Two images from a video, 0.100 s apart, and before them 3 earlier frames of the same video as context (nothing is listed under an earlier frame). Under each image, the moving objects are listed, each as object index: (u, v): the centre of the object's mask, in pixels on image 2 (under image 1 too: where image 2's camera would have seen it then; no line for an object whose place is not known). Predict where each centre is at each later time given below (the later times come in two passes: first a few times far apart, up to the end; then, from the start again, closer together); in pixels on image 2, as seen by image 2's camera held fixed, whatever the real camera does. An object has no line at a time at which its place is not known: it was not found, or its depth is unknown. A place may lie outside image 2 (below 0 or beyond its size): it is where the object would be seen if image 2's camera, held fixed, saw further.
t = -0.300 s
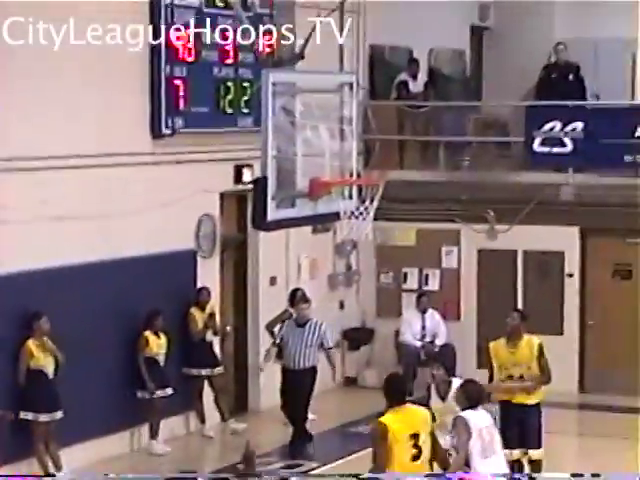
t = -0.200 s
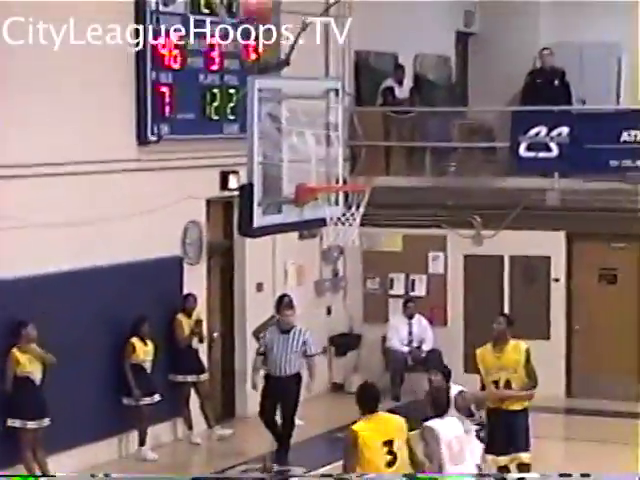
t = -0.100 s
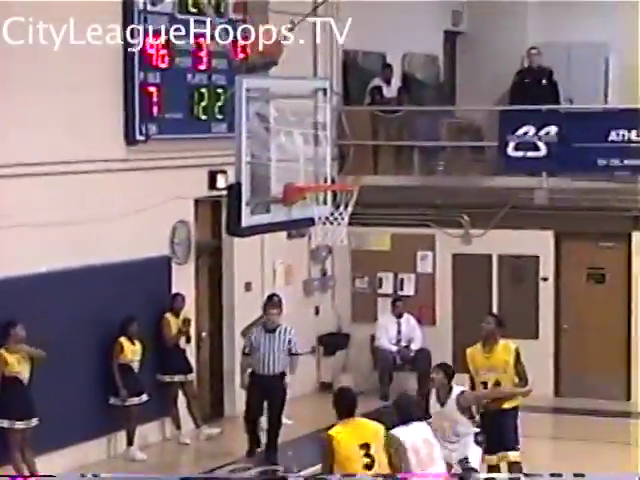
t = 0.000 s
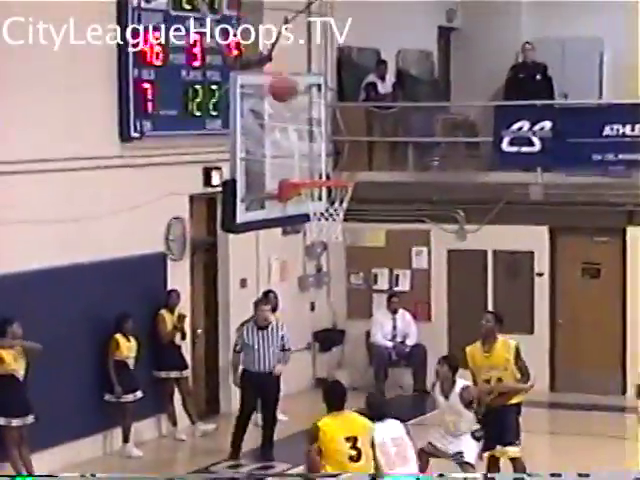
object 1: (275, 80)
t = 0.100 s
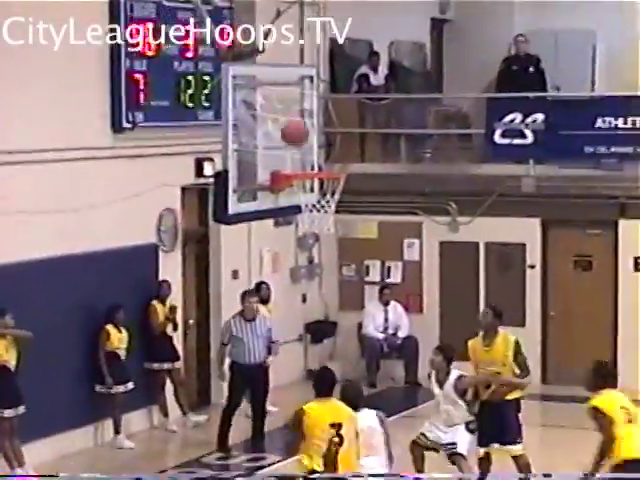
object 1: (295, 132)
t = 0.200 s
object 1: (311, 187)
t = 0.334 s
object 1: (333, 217)
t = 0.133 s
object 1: (300, 153)
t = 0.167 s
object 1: (304, 165)
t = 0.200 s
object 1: (311, 187)
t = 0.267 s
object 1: (322, 206)
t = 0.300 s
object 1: (329, 210)
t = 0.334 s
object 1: (333, 217)
